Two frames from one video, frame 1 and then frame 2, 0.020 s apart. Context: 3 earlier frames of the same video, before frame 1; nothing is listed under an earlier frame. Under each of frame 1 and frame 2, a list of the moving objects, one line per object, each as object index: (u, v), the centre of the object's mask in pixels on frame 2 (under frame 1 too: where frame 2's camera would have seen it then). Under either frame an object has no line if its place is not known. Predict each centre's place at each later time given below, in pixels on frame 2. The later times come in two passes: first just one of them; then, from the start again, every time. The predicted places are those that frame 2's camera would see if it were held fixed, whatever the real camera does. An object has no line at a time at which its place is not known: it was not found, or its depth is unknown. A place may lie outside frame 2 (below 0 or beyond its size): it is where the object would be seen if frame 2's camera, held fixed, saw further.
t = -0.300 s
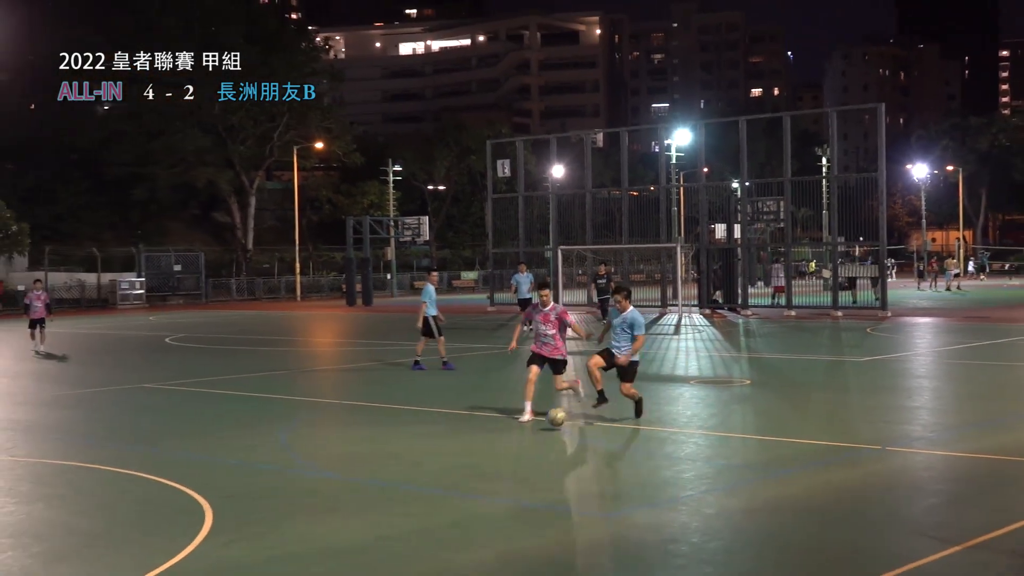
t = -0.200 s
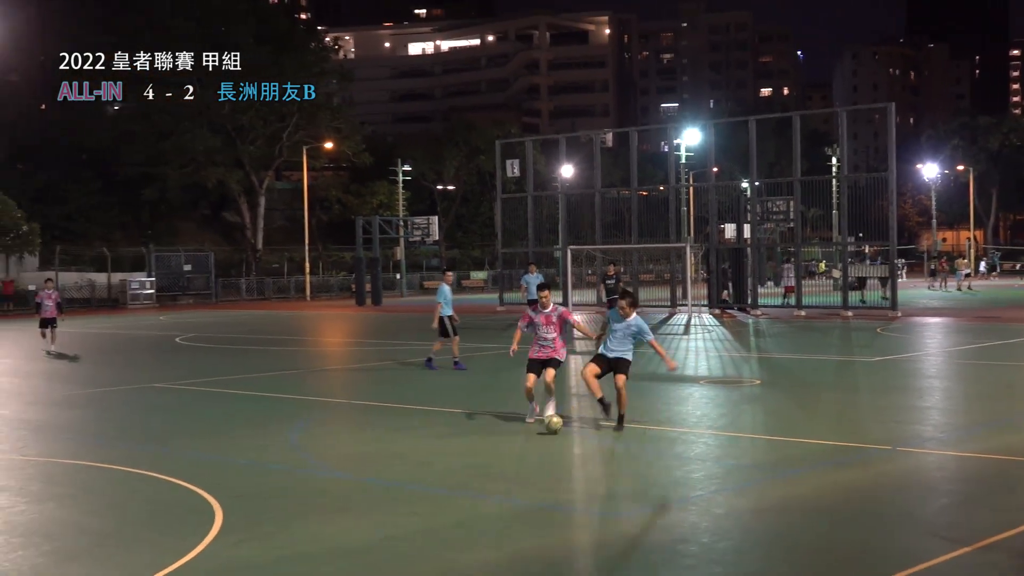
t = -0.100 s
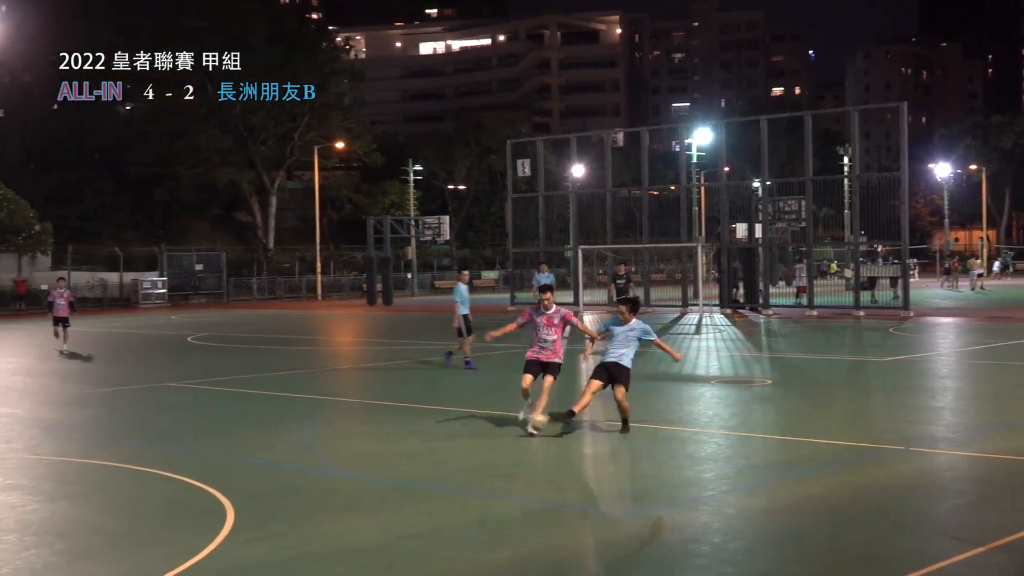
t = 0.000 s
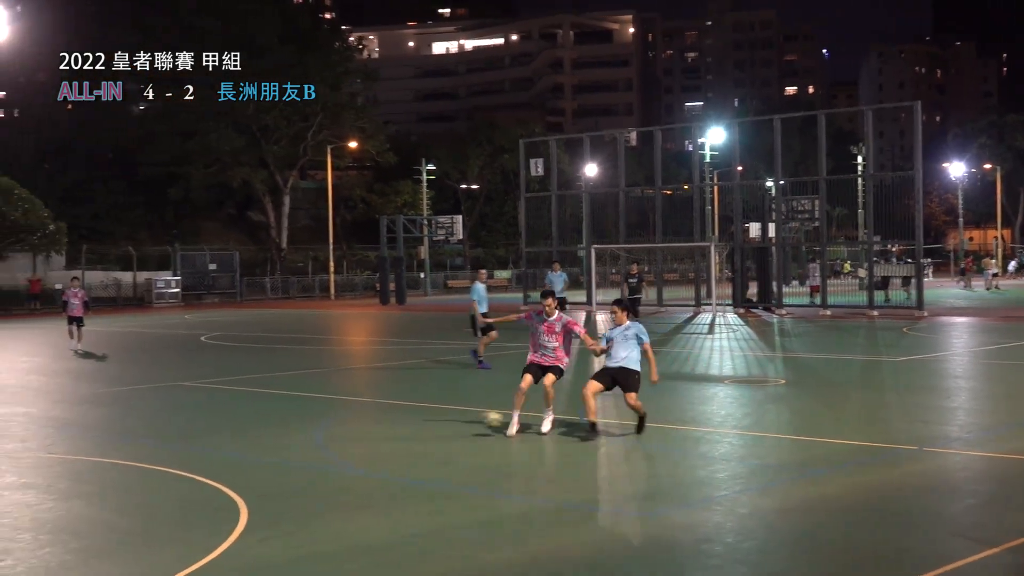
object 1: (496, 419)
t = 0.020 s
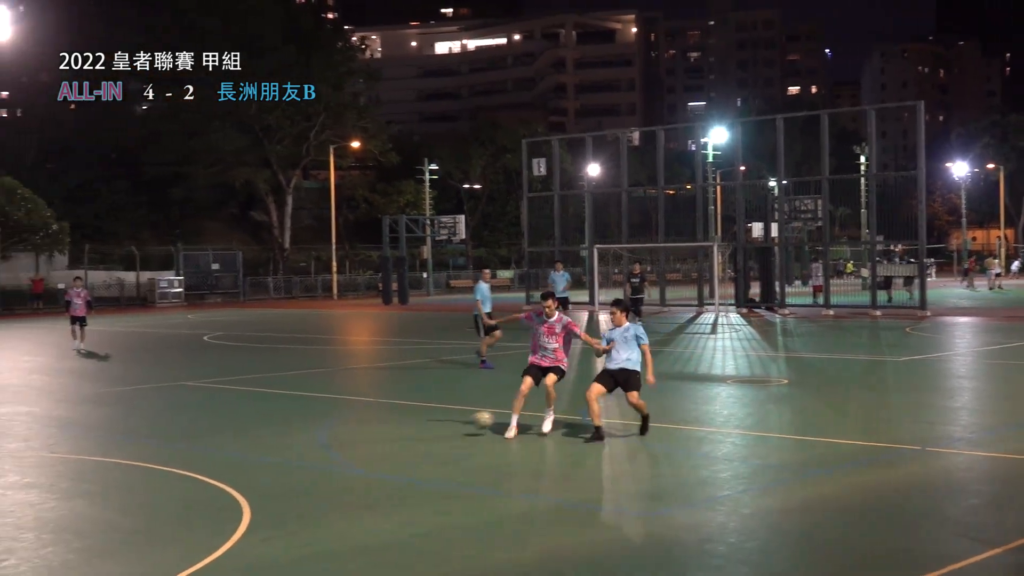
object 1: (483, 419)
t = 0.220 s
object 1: (384, 417)
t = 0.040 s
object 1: (472, 420)
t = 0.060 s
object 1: (461, 422)
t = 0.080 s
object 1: (450, 424)
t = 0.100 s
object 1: (439, 425)
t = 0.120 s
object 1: (430, 424)
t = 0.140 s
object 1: (421, 422)
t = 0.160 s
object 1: (411, 420)
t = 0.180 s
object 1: (402, 419)
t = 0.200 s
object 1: (393, 418)
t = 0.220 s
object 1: (384, 417)
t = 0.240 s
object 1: (375, 418)
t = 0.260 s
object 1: (366, 418)
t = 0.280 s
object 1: (358, 418)
